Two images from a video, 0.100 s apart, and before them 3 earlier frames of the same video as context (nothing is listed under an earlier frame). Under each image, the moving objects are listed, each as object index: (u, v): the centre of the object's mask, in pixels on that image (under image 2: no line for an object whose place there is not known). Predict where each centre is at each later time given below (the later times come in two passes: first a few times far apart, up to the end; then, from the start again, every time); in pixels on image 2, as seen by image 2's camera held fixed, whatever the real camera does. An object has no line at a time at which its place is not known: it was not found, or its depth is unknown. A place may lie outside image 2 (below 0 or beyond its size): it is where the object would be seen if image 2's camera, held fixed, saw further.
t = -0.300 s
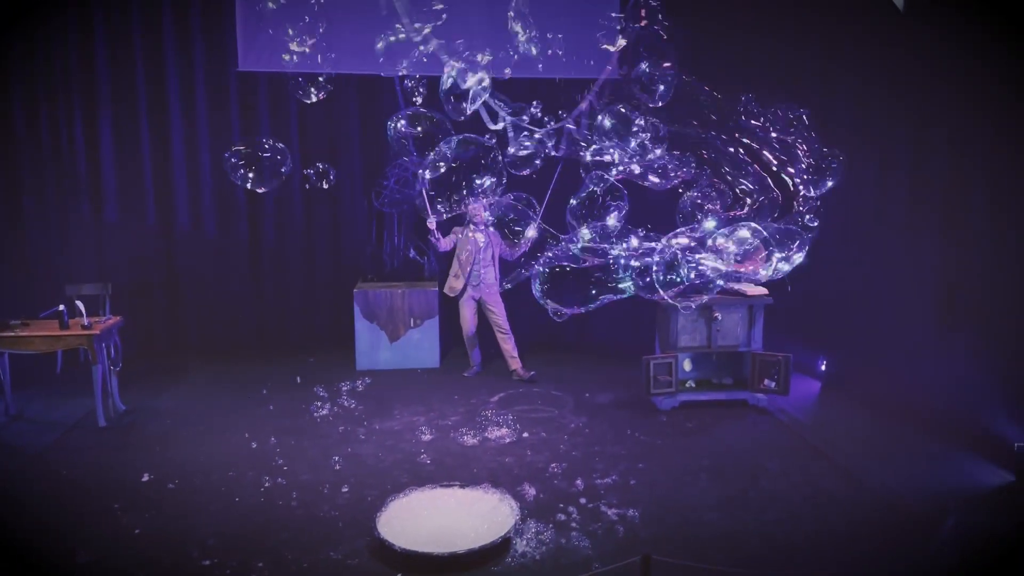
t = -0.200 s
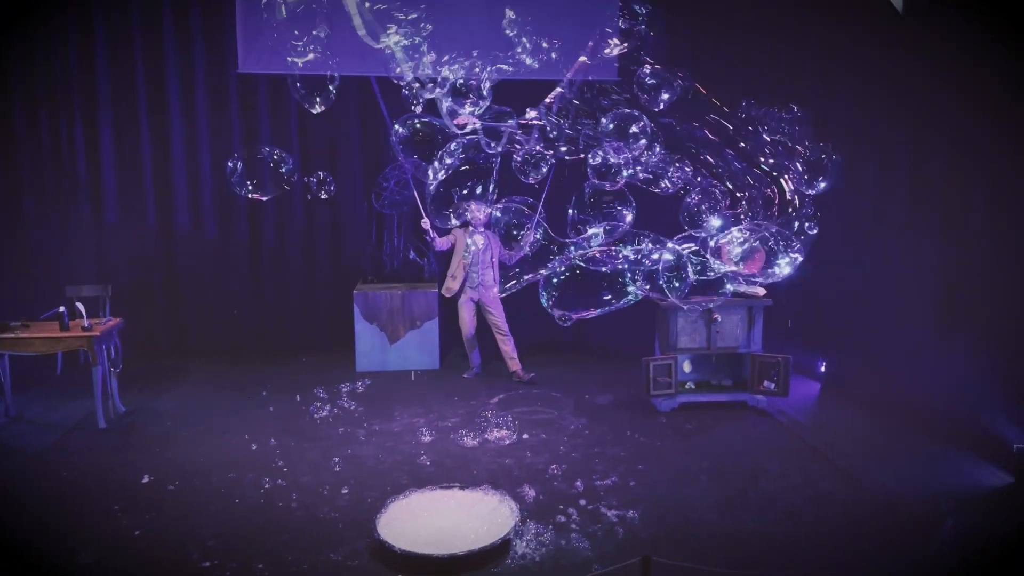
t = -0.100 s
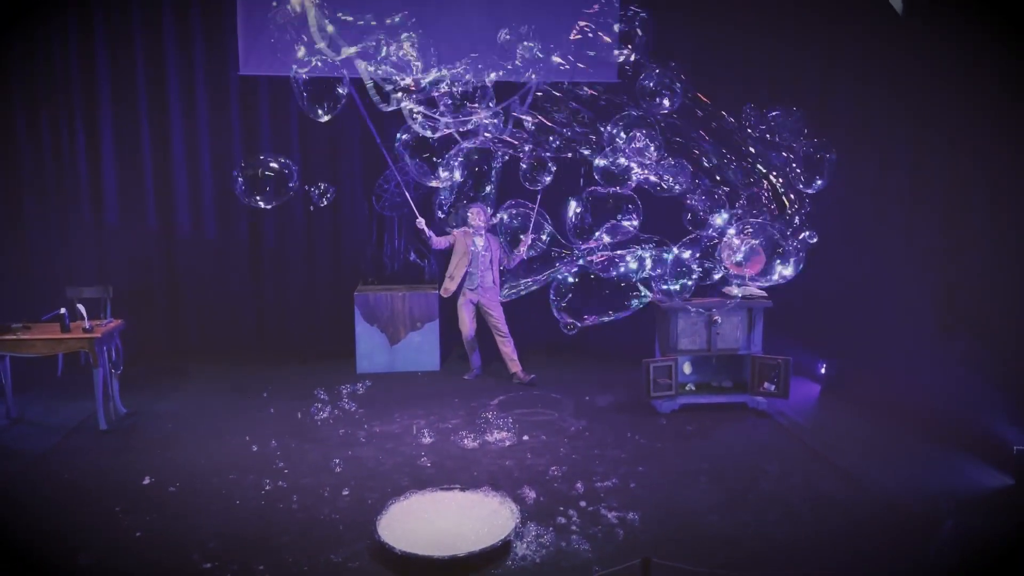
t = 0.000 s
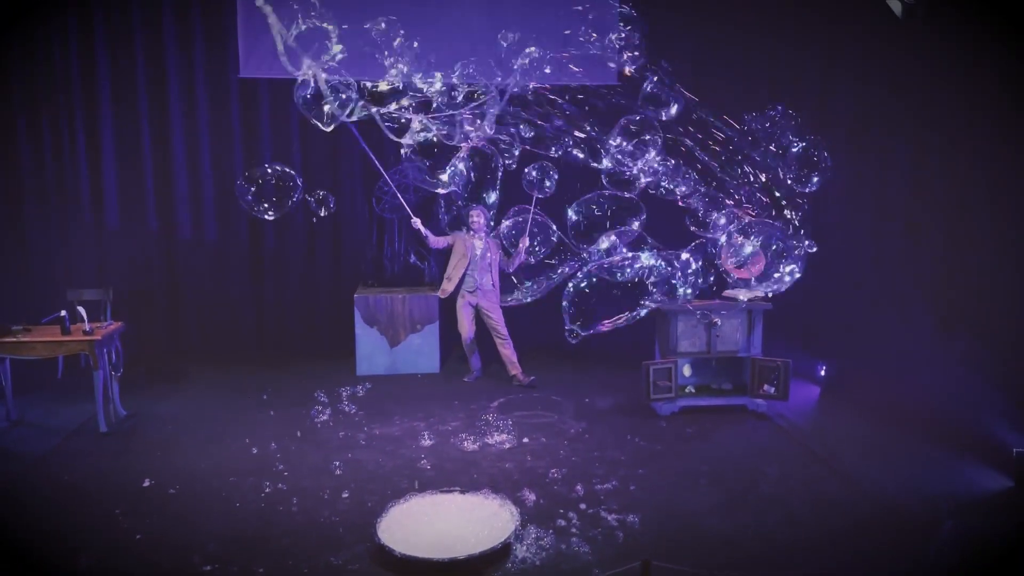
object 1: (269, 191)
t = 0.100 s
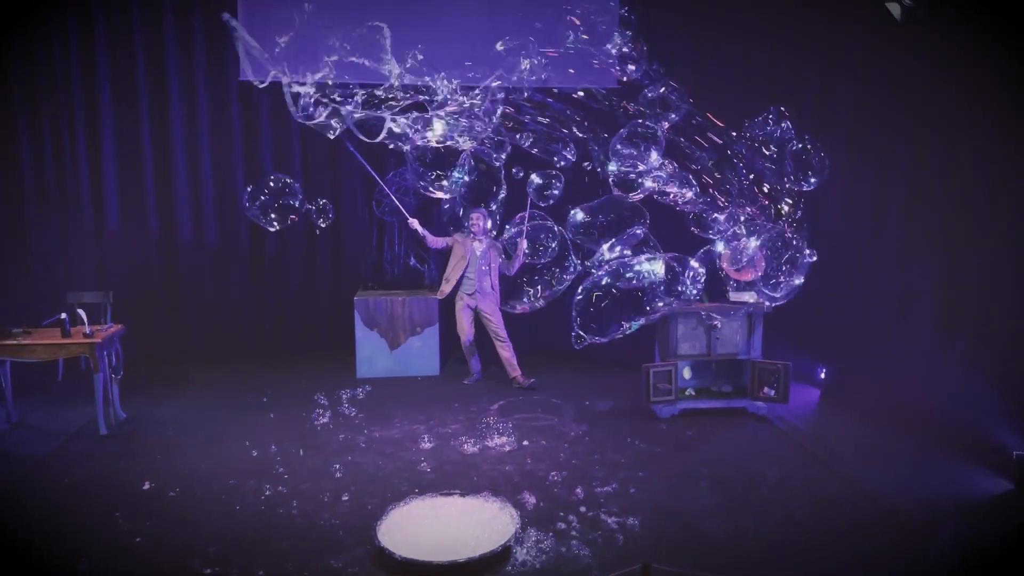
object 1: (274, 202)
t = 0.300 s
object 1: (278, 217)
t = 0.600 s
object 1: (286, 241)
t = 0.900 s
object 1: (295, 263)
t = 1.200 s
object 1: (303, 288)
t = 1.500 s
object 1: (304, 313)
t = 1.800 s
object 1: (306, 338)
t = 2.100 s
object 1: (305, 364)
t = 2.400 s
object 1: (304, 387)
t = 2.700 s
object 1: (304, 414)
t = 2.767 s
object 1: (304, 419)
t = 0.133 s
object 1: (275, 205)
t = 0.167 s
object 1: (276, 207)
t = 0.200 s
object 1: (277, 210)
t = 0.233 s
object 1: (277, 212)
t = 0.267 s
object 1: (278, 215)
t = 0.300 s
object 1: (278, 217)
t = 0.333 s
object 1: (280, 220)
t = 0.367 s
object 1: (280, 222)
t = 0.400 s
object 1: (282, 224)
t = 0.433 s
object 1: (281, 226)
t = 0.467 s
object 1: (282, 229)
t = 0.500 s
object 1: (284, 231)
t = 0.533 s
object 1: (284, 235)
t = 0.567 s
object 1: (285, 237)
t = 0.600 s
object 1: (286, 241)
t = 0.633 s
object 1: (287, 243)
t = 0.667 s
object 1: (288, 246)
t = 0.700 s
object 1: (290, 248)
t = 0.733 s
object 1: (290, 251)
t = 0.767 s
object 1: (289, 254)
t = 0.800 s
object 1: (293, 256)
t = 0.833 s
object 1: (294, 259)
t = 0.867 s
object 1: (295, 261)
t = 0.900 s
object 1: (295, 263)
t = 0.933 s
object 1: (296, 266)
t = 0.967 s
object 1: (297, 268)
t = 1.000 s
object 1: (298, 271)
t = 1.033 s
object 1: (299, 274)
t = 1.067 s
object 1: (300, 278)
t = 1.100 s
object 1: (301, 280)
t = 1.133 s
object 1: (301, 283)
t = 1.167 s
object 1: (302, 285)
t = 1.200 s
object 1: (303, 288)
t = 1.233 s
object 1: (300, 292)
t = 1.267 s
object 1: (300, 295)
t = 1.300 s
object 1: (300, 298)
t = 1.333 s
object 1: (302, 300)
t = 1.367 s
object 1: (302, 302)
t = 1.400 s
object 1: (303, 305)
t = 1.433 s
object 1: (303, 308)
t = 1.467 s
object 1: (304, 310)
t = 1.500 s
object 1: (304, 313)
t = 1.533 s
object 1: (304, 316)
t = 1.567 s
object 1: (305, 319)
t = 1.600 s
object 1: (305, 322)
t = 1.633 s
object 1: (305, 325)
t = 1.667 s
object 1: (306, 328)
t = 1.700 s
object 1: (306, 331)
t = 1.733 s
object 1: (306, 333)
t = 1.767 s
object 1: (307, 336)
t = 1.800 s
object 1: (306, 338)
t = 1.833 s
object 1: (307, 341)
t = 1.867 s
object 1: (306, 344)
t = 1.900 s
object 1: (306, 346)
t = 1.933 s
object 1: (306, 349)
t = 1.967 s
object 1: (306, 352)
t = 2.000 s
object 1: (306, 355)
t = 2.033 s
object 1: (306, 358)
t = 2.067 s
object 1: (305, 361)
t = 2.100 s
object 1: (305, 364)
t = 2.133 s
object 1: (305, 366)
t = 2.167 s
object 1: (305, 369)
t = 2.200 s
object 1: (305, 371)
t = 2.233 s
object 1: (305, 375)
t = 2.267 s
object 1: (305, 377)
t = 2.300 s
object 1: (305, 380)
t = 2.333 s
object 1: (305, 383)
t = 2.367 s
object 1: (305, 384)
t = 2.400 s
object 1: (304, 387)
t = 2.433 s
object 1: (305, 390)
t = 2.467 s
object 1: (303, 393)
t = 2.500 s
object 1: (302, 396)
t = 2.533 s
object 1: (304, 401)
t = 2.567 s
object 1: (304, 403)
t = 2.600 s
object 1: (303, 406)
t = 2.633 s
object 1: (303, 408)
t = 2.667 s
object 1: (303, 411)
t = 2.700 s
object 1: (304, 414)
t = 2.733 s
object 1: (304, 416)
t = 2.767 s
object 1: (304, 419)
